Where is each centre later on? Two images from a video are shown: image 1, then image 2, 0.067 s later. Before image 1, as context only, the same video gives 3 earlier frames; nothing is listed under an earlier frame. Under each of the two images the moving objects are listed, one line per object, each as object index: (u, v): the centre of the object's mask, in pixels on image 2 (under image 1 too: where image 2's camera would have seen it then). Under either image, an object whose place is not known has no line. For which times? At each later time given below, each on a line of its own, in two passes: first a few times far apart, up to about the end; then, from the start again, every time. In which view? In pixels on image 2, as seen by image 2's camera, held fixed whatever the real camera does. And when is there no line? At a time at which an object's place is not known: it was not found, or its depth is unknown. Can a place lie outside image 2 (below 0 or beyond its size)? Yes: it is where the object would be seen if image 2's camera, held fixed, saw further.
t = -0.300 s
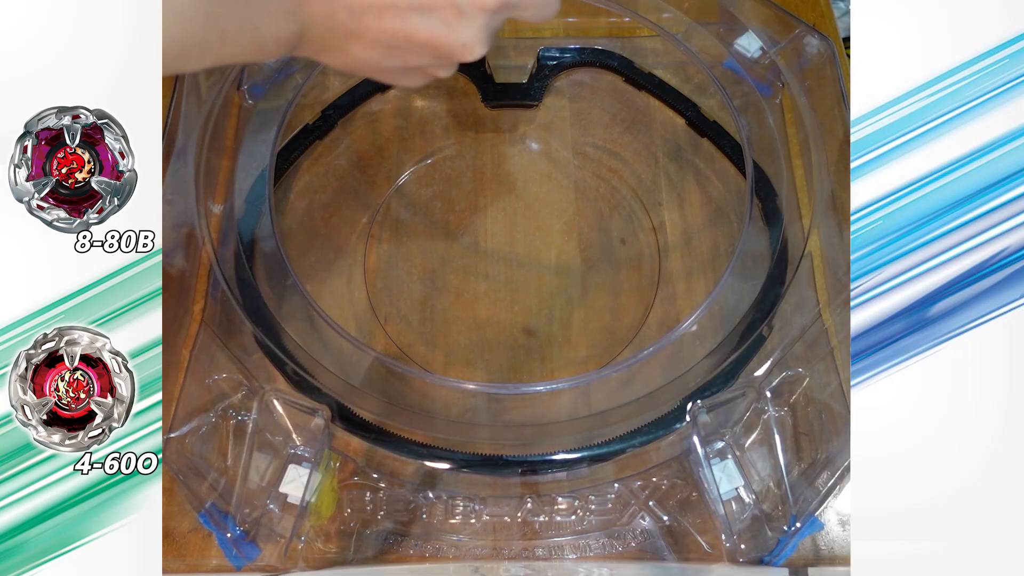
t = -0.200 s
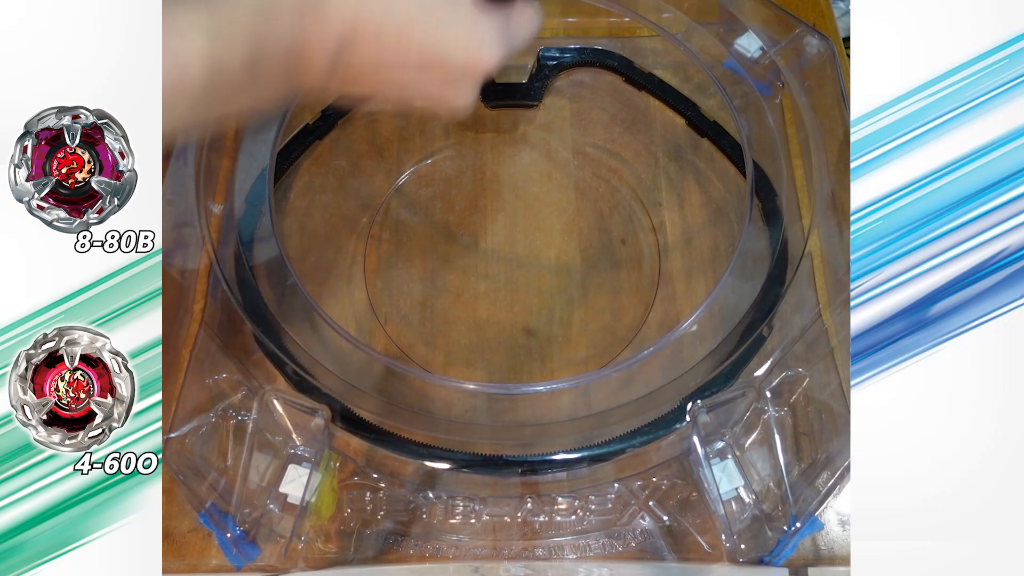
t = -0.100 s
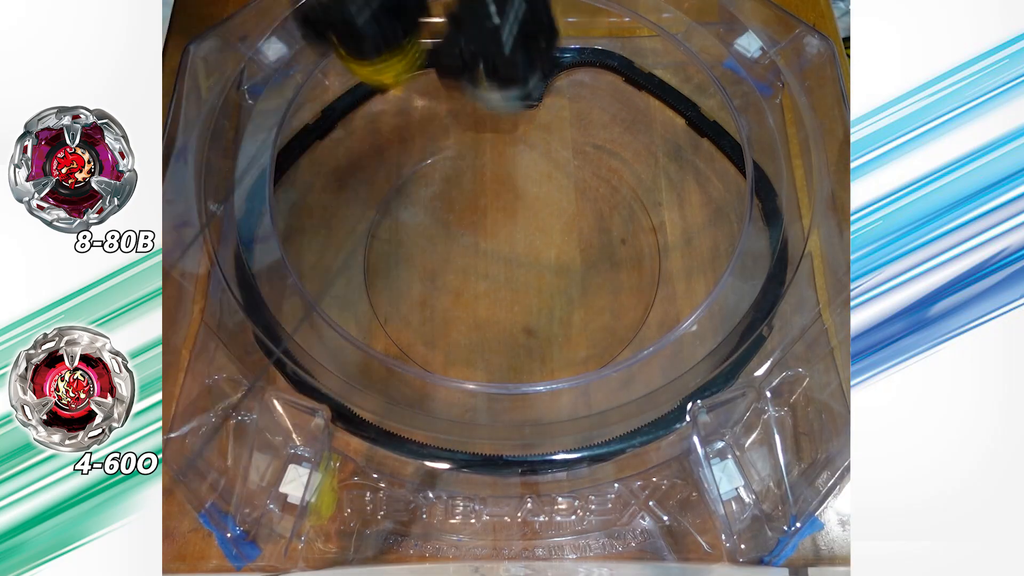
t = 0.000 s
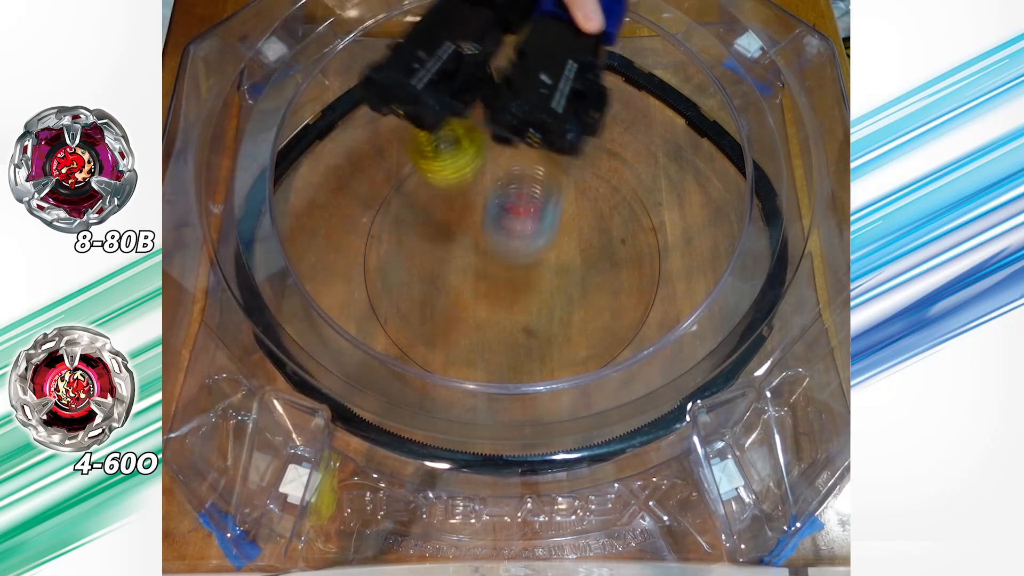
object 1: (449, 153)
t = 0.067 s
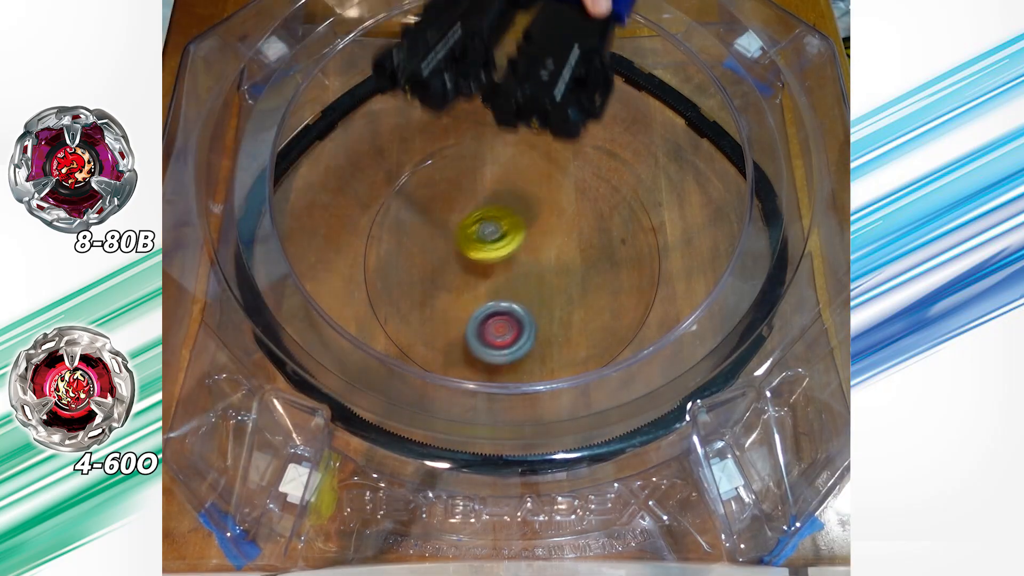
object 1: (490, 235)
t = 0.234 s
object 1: (579, 254)
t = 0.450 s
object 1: (575, 257)
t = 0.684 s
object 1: (445, 252)
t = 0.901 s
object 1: (238, 285)
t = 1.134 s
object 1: (423, 367)
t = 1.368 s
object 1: (569, 322)
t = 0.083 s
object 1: (499, 230)
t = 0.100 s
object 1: (507, 227)
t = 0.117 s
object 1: (517, 226)
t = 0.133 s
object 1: (527, 226)
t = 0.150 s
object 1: (537, 230)
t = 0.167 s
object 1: (546, 236)
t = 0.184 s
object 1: (557, 243)
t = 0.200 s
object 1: (564, 252)
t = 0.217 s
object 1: (572, 255)
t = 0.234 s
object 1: (579, 254)
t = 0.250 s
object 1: (585, 255)
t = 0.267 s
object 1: (590, 256)
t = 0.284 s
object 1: (594, 256)
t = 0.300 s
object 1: (598, 256)
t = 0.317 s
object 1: (600, 256)
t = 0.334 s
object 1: (601, 256)
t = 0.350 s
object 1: (601, 256)
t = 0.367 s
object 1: (599, 256)
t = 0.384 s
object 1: (596, 257)
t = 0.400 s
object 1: (592, 257)
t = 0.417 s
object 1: (587, 257)
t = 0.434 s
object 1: (581, 257)
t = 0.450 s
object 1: (575, 257)
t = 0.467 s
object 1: (567, 256)
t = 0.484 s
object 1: (558, 255)
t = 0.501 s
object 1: (549, 254)
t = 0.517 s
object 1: (540, 254)
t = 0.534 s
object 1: (530, 253)
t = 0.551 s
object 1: (520, 251)
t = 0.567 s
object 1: (509, 250)
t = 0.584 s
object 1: (499, 249)
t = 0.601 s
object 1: (489, 249)
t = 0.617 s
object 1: (479, 249)
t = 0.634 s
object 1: (470, 249)
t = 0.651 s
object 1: (461, 250)
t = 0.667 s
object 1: (453, 251)
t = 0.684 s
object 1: (445, 252)
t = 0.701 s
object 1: (439, 254)
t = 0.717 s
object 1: (432, 257)
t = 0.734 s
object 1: (427, 260)
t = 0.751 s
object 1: (422, 263)
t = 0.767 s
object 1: (418, 267)
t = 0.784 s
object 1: (415, 271)
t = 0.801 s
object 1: (413, 275)
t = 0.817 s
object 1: (411, 279)
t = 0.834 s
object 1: (379, 282)
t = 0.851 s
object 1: (345, 281)
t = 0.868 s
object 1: (307, 281)
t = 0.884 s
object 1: (272, 281)
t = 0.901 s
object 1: (238, 285)
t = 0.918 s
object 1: (208, 287)
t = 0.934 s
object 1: (211, 293)
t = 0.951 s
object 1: (232, 301)
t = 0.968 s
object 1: (250, 309)
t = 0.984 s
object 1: (268, 317)
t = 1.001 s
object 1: (285, 326)
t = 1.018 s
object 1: (306, 336)
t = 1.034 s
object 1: (324, 341)
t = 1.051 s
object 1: (344, 344)
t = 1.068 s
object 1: (360, 350)
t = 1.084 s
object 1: (376, 357)
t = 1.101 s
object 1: (393, 361)
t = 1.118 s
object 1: (408, 364)
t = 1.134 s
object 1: (423, 367)
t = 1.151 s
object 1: (436, 369)
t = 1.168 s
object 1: (450, 370)
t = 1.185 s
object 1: (462, 371)
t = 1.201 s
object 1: (474, 372)
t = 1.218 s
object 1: (486, 371)
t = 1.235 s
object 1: (498, 370)
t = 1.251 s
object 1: (510, 367)
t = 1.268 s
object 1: (520, 360)
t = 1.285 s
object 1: (530, 356)
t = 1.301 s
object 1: (540, 352)
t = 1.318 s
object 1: (548, 346)
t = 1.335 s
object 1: (556, 339)
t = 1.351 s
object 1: (563, 330)
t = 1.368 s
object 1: (569, 322)
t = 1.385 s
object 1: (574, 312)
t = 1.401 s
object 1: (577, 302)
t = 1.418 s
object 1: (580, 292)
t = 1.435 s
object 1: (582, 281)
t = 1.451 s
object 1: (583, 272)
